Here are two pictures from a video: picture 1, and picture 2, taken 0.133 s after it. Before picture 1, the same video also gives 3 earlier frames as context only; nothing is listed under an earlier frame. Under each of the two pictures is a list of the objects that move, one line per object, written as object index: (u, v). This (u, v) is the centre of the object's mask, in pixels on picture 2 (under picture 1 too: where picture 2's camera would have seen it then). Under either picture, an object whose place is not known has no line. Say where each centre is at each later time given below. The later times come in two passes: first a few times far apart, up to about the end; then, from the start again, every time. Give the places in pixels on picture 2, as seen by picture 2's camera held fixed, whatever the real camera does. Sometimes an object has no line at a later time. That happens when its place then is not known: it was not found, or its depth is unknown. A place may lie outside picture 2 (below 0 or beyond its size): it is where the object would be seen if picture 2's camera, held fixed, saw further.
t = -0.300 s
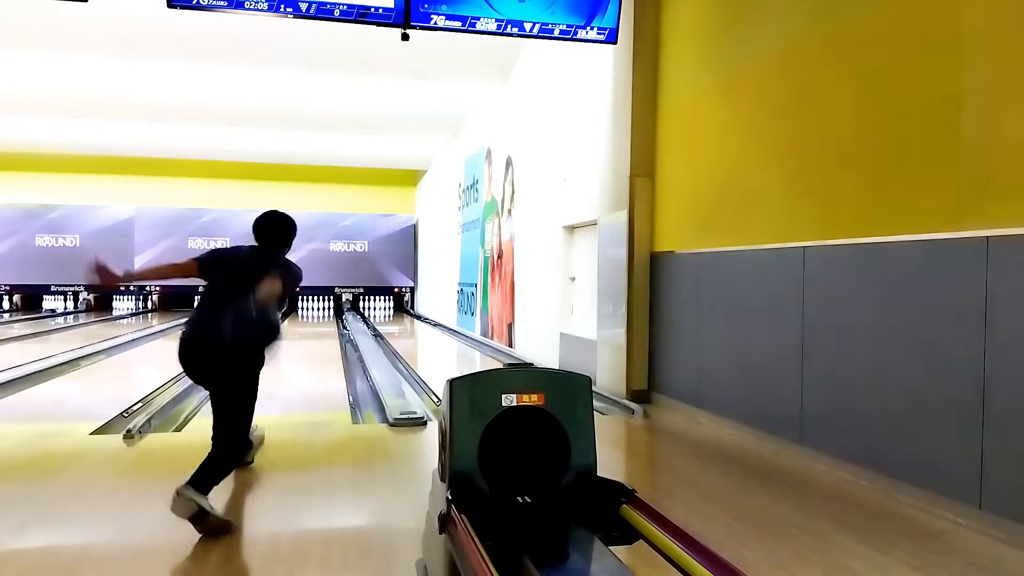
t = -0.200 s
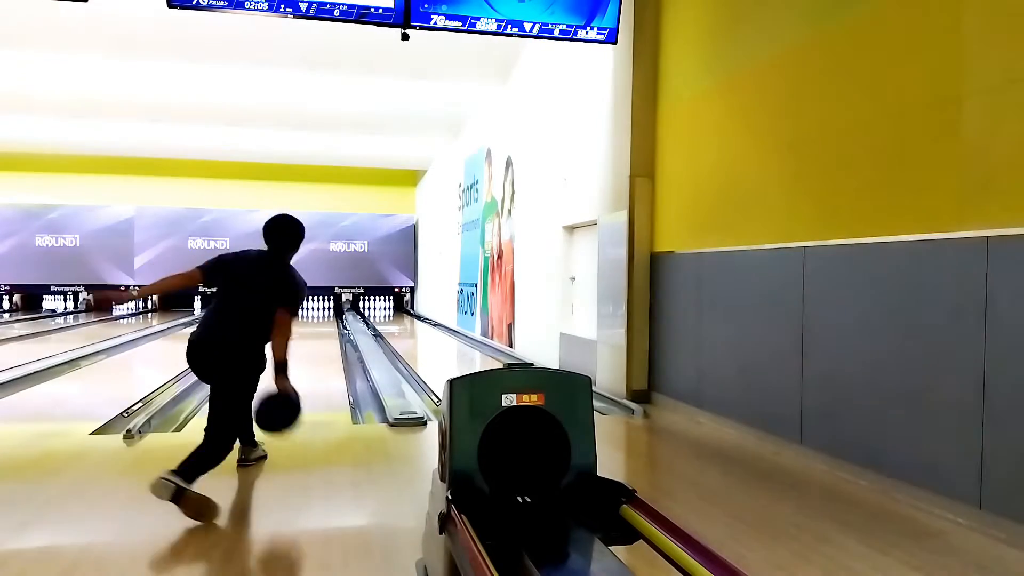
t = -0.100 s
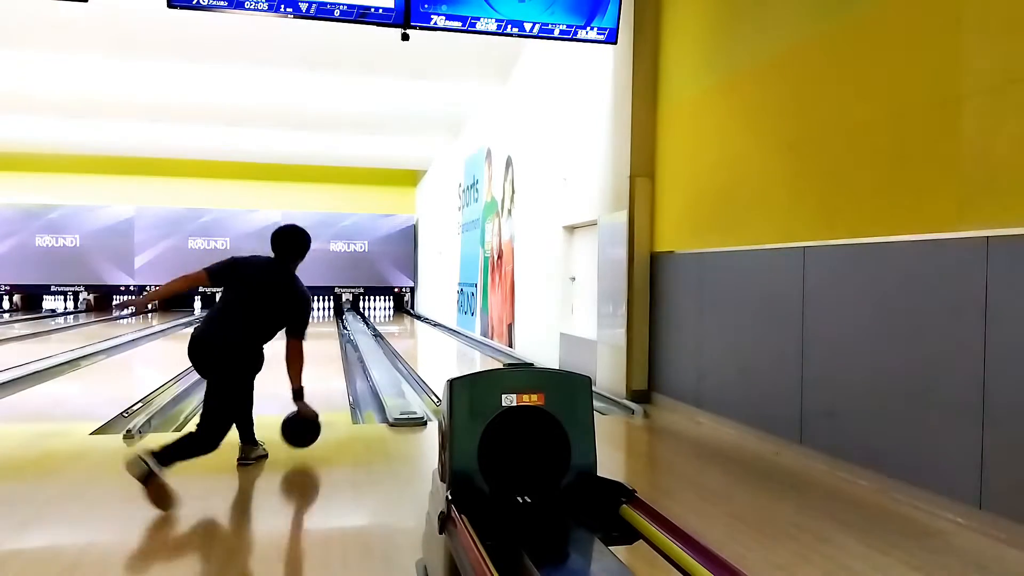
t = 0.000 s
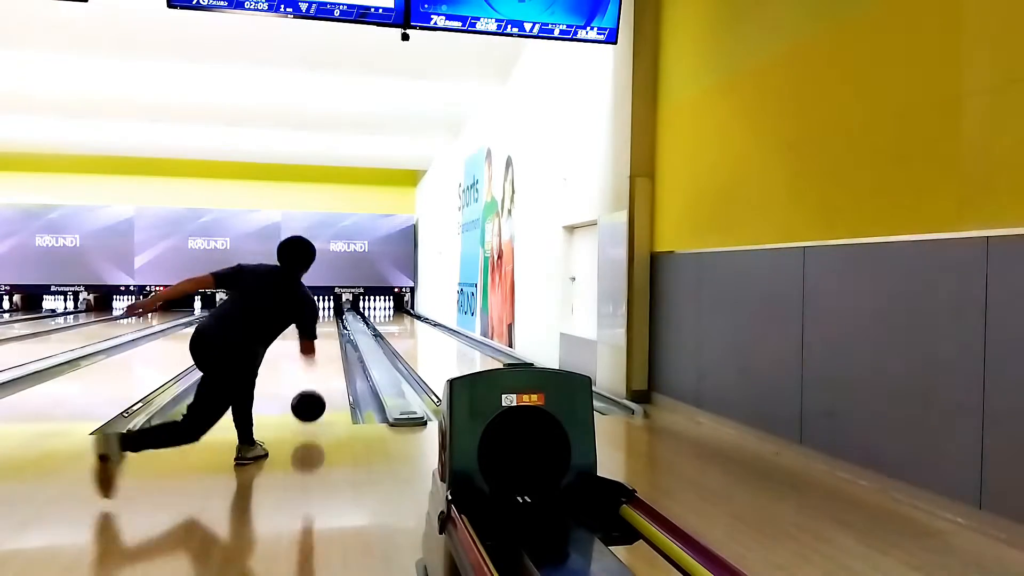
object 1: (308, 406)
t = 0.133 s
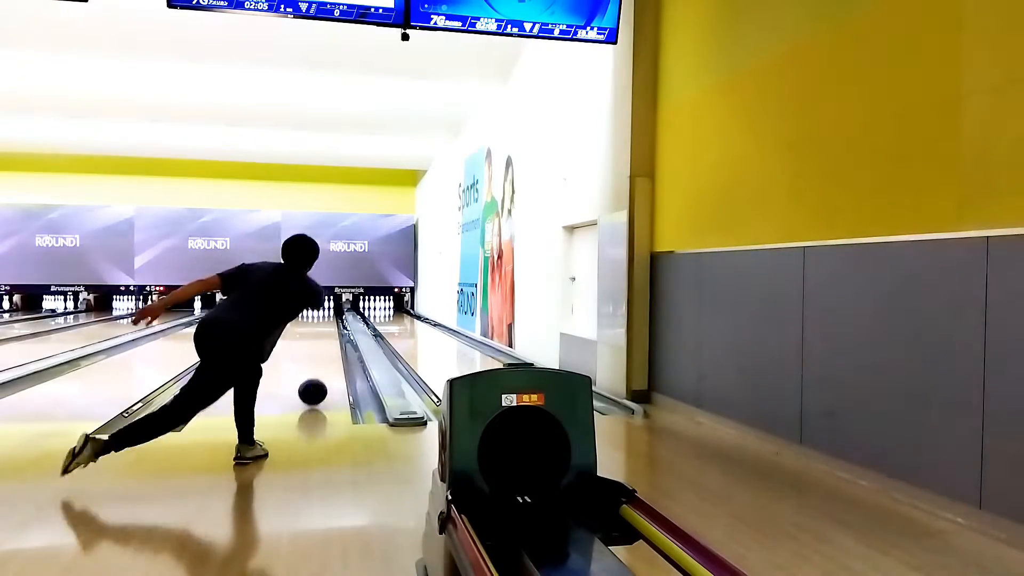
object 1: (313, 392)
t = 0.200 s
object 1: (314, 383)
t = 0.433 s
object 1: (319, 363)
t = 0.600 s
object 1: (321, 352)
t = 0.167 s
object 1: (314, 387)
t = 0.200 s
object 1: (314, 383)
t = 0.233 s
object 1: (315, 381)
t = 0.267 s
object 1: (316, 377)
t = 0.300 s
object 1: (317, 374)
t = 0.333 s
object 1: (317, 371)
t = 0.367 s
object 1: (318, 369)
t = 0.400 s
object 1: (318, 366)
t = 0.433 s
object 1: (319, 363)
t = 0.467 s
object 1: (319, 361)
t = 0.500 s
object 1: (320, 358)
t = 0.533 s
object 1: (320, 356)
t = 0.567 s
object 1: (320, 354)
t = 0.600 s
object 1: (321, 352)
